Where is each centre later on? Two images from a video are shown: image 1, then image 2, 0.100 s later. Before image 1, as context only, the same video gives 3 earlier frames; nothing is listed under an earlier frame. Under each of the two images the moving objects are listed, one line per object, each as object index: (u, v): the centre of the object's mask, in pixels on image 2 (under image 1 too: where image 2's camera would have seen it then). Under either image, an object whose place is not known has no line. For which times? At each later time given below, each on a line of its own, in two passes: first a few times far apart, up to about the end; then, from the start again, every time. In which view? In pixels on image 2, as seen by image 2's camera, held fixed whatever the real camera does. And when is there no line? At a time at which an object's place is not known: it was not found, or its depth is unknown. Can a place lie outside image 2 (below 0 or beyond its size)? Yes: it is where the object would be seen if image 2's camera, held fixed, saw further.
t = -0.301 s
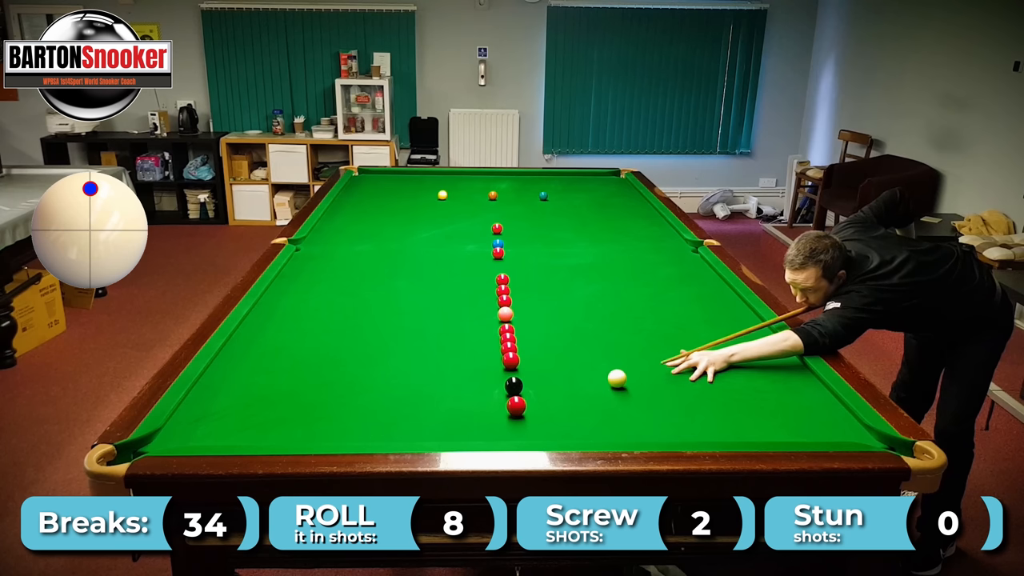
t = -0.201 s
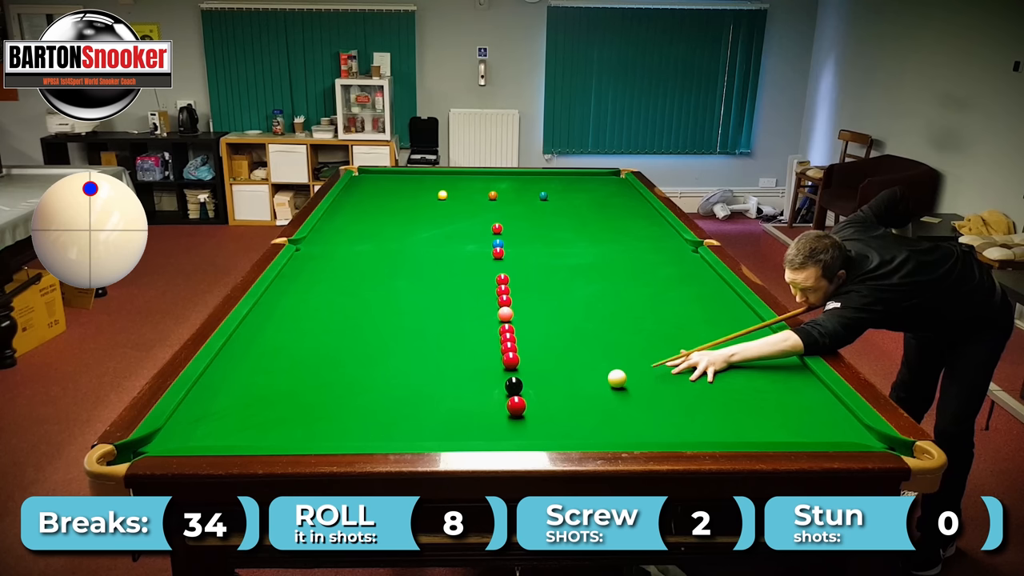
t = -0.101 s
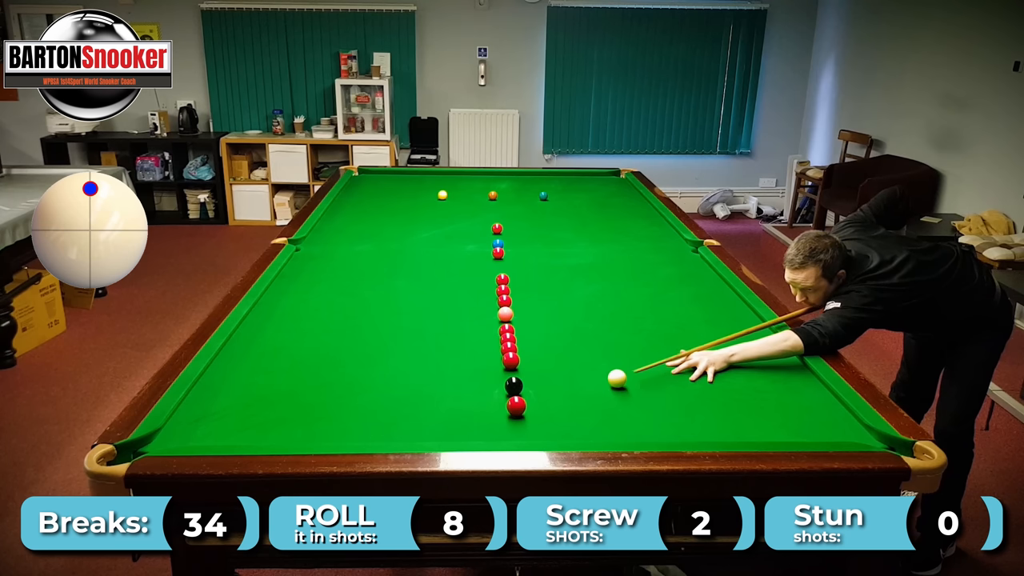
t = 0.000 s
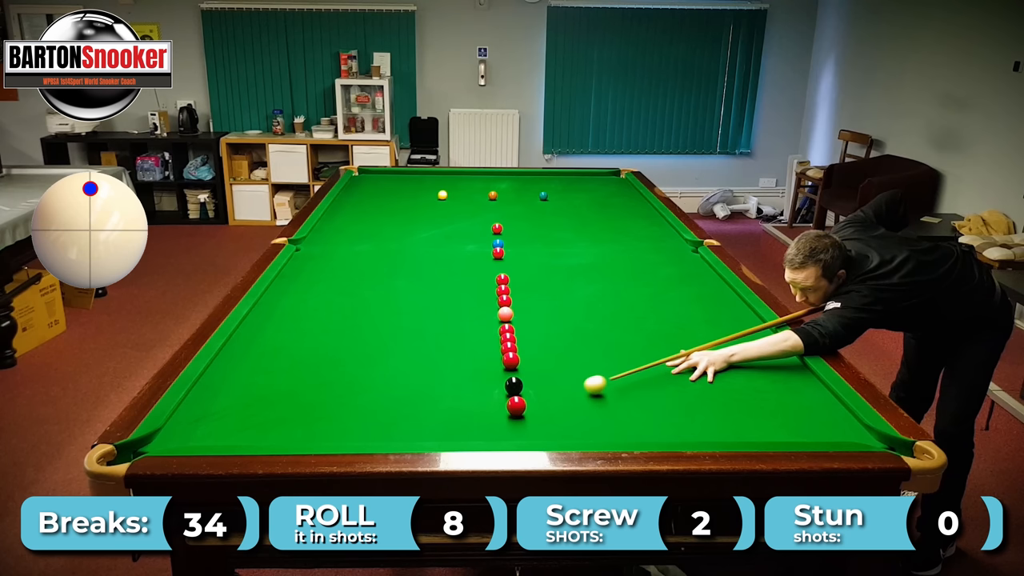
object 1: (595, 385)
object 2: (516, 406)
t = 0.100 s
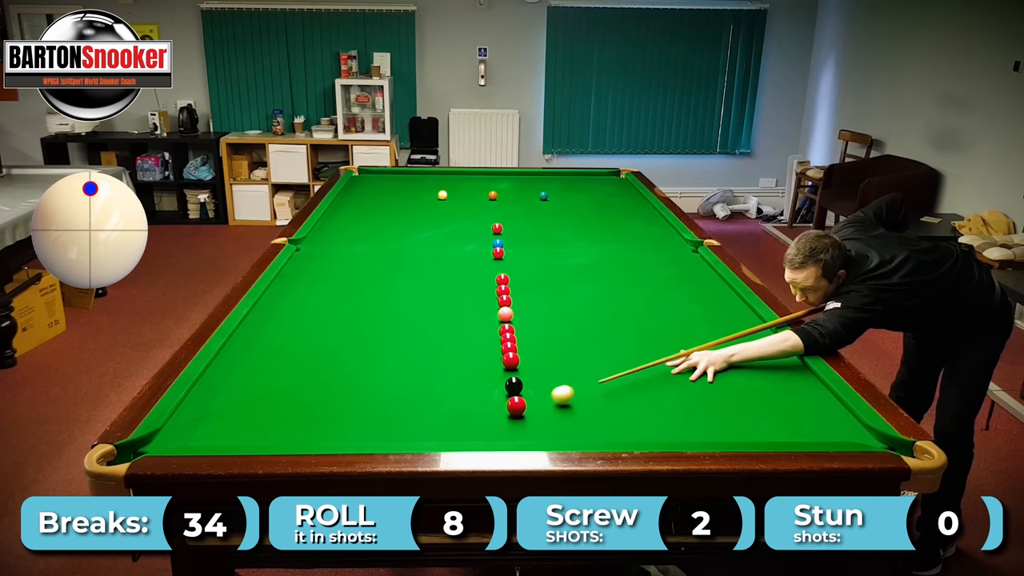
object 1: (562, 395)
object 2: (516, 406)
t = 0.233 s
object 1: (535, 407)
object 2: (498, 407)
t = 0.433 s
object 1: (524, 423)
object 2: (443, 413)
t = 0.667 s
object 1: (509, 436)
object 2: (382, 420)
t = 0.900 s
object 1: (500, 427)
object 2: (321, 427)
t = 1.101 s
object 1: (493, 418)
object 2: (269, 432)
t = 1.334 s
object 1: (486, 410)
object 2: (208, 437)
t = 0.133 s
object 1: (551, 398)
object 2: (516, 406)
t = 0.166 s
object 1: (540, 401)
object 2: (516, 406)
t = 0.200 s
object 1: (535, 405)
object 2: (510, 406)
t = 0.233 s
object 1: (535, 407)
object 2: (498, 407)
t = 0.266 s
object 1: (534, 410)
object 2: (488, 408)
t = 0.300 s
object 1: (533, 412)
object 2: (478, 410)
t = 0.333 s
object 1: (531, 415)
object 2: (469, 411)
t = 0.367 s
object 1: (528, 418)
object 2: (460, 411)
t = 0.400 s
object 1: (526, 420)
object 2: (452, 412)
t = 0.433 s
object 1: (524, 423)
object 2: (443, 413)
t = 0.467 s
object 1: (522, 425)
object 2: (434, 414)
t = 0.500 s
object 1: (520, 429)
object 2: (426, 415)
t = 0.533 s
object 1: (517, 430)
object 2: (417, 416)
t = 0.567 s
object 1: (515, 432)
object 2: (408, 417)
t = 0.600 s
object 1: (513, 434)
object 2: (400, 418)
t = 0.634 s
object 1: (511, 436)
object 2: (391, 419)
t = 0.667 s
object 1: (509, 436)
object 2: (382, 420)
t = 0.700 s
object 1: (508, 435)
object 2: (374, 421)
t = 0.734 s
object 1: (507, 433)
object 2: (365, 422)
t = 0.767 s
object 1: (505, 432)
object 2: (357, 423)
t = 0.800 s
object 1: (504, 431)
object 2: (348, 424)
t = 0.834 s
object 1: (503, 430)
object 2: (339, 425)
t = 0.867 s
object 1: (501, 429)
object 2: (330, 426)
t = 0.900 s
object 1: (500, 427)
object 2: (321, 427)
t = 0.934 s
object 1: (499, 425)
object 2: (313, 428)
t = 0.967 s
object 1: (498, 424)
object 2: (304, 429)
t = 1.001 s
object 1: (497, 423)
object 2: (295, 430)
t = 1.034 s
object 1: (496, 421)
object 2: (287, 431)
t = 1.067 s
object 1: (495, 420)
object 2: (278, 432)
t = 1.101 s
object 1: (493, 418)
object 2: (269, 432)
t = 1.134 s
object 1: (492, 417)
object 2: (261, 433)
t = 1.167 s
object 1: (491, 416)
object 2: (252, 434)
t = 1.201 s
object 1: (490, 414)
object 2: (243, 435)
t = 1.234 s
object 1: (489, 413)
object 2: (235, 435)
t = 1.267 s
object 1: (488, 412)
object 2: (226, 436)
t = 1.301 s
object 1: (487, 411)
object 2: (217, 437)
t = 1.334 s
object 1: (486, 410)
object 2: (208, 437)
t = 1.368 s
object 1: (485, 408)
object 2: (200, 438)
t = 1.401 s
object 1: (484, 407)
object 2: (191, 438)
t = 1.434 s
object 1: (484, 406)
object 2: (182, 439)
